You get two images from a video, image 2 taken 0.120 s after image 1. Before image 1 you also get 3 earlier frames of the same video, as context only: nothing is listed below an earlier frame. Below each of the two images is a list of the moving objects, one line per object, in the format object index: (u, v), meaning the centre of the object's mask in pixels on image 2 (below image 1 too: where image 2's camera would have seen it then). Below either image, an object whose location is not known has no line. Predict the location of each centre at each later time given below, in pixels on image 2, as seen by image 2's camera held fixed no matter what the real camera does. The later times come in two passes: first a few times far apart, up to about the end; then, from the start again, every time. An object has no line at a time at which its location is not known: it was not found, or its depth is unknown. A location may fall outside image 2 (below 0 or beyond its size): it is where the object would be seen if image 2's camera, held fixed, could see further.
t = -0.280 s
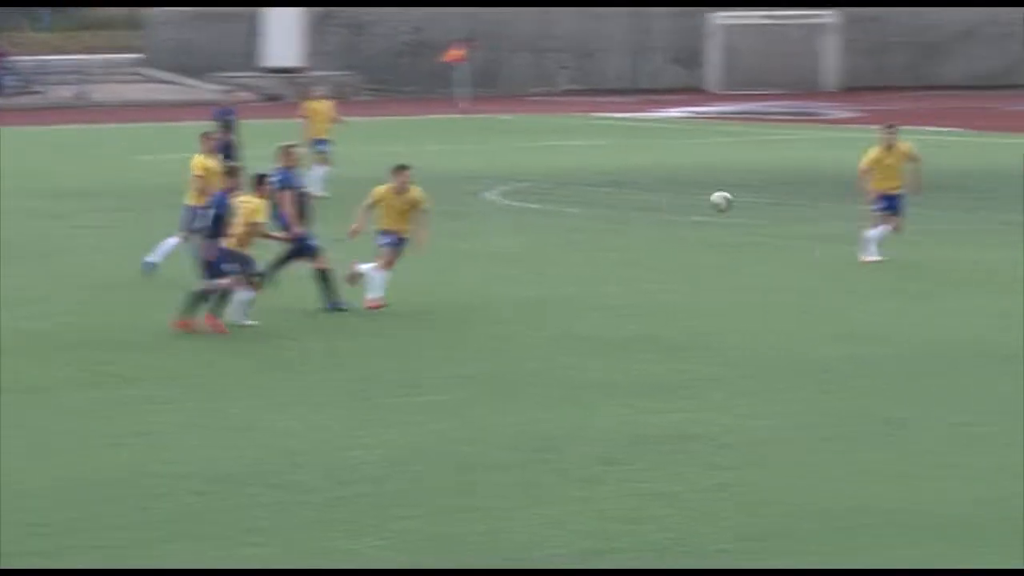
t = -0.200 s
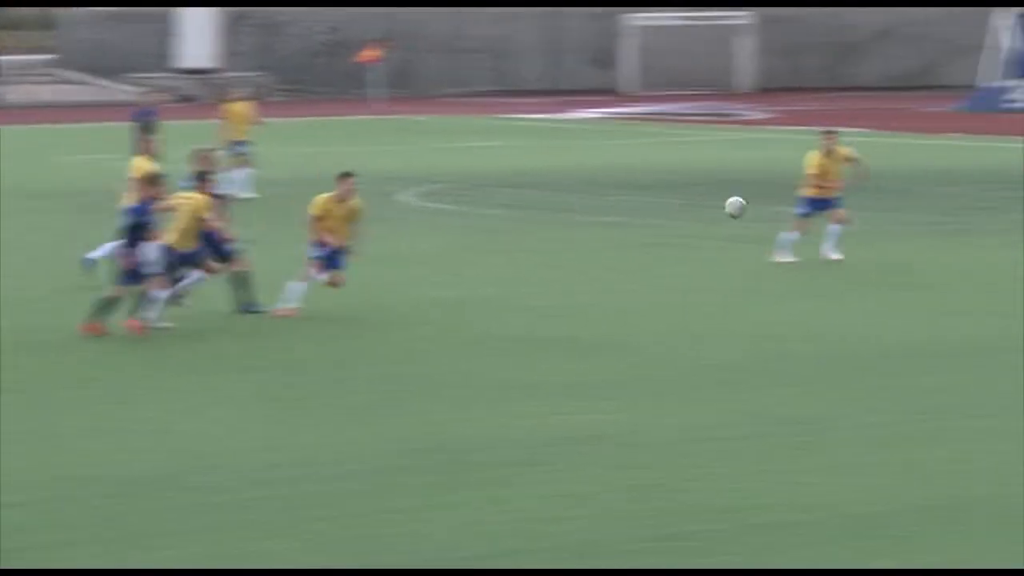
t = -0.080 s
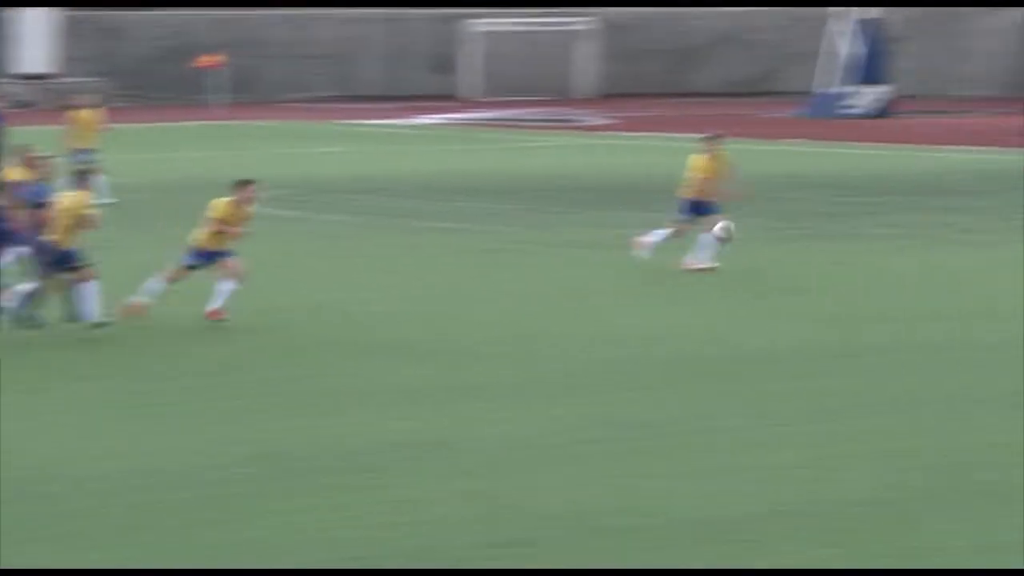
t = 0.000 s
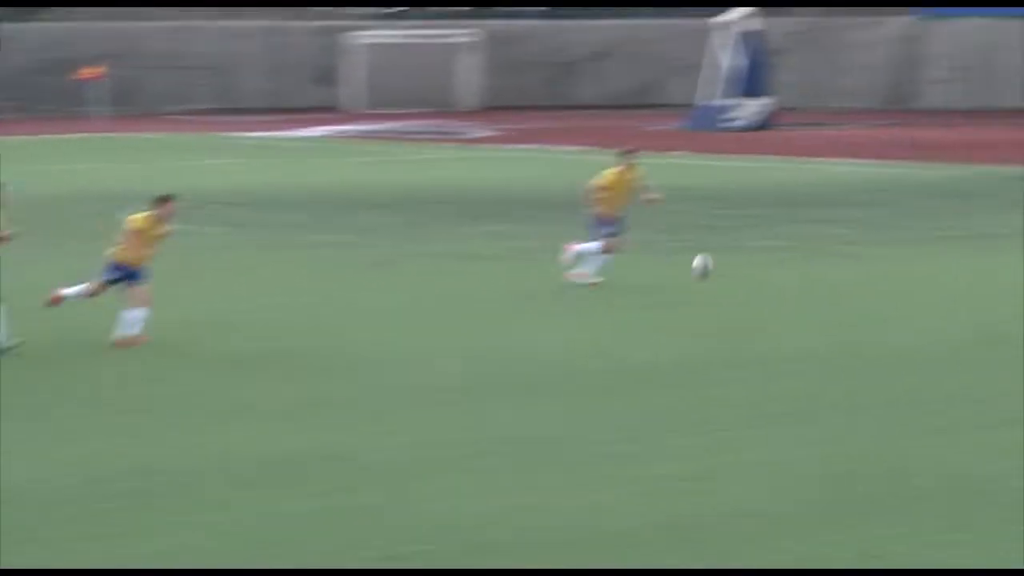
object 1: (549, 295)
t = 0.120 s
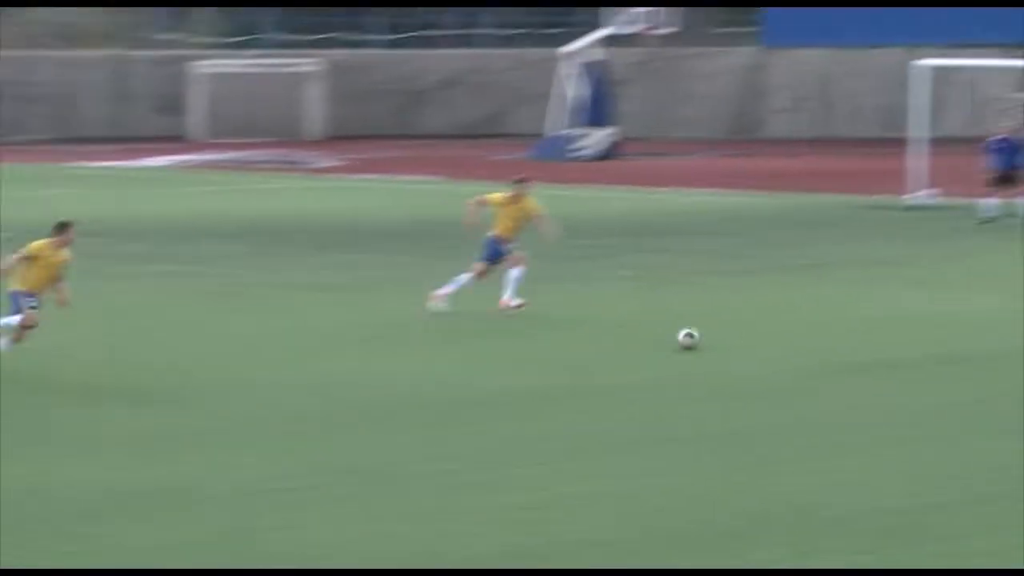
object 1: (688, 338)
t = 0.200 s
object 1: (746, 310)
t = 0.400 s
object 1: (878, 264)
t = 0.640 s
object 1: (1033, 265)
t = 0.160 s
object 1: (717, 323)
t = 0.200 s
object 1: (746, 310)
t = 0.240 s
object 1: (772, 297)
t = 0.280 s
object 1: (799, 286)
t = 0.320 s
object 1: (826, 277)
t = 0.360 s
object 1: (852, 270)
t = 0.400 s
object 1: (878, 264)
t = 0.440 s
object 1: (904, 260)
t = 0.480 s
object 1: (931, 258)
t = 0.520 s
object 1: (957, 257)
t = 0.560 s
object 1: (982, 258)
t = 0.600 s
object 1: (1008, 261)
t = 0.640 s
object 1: (1033, 265)
